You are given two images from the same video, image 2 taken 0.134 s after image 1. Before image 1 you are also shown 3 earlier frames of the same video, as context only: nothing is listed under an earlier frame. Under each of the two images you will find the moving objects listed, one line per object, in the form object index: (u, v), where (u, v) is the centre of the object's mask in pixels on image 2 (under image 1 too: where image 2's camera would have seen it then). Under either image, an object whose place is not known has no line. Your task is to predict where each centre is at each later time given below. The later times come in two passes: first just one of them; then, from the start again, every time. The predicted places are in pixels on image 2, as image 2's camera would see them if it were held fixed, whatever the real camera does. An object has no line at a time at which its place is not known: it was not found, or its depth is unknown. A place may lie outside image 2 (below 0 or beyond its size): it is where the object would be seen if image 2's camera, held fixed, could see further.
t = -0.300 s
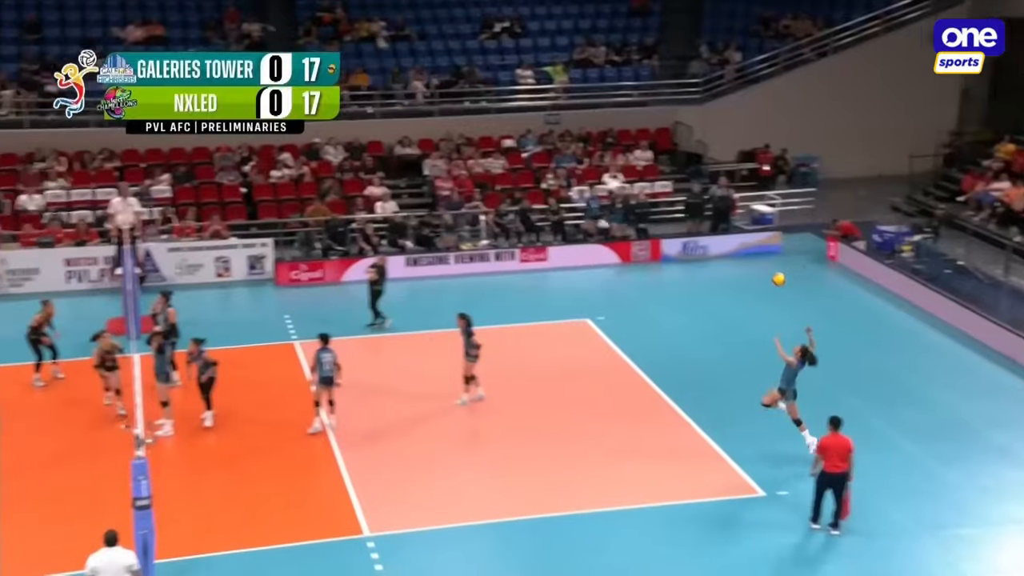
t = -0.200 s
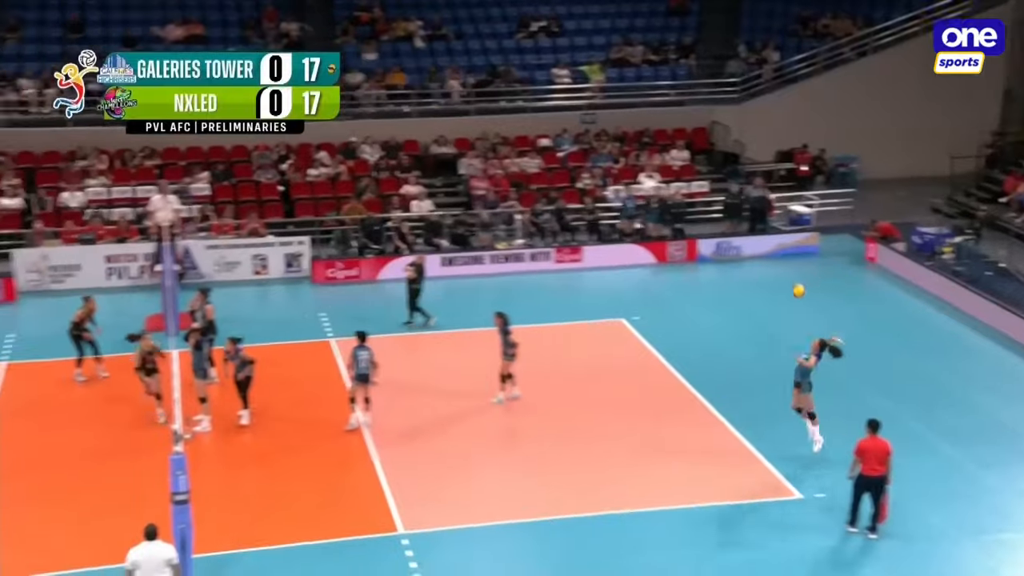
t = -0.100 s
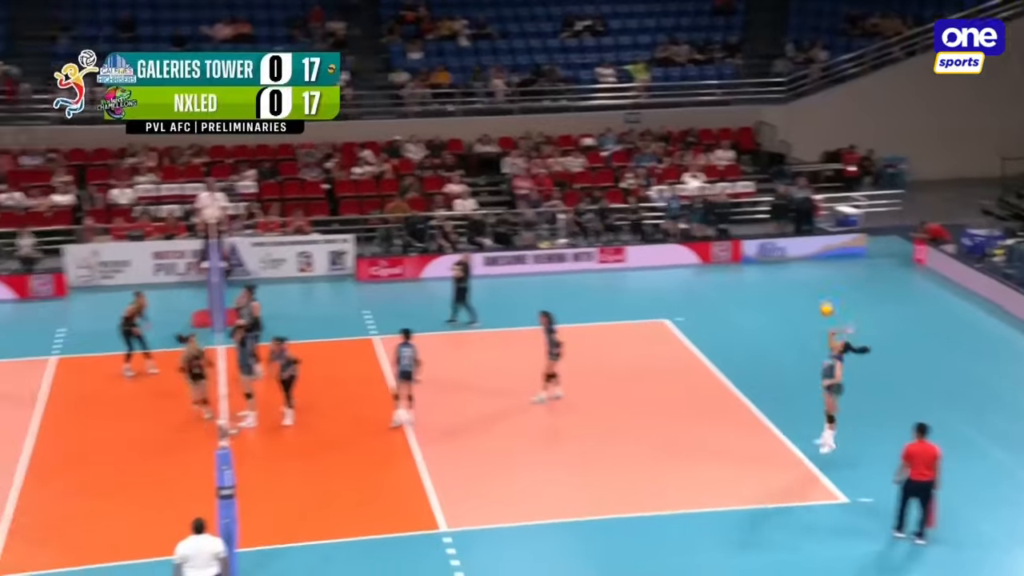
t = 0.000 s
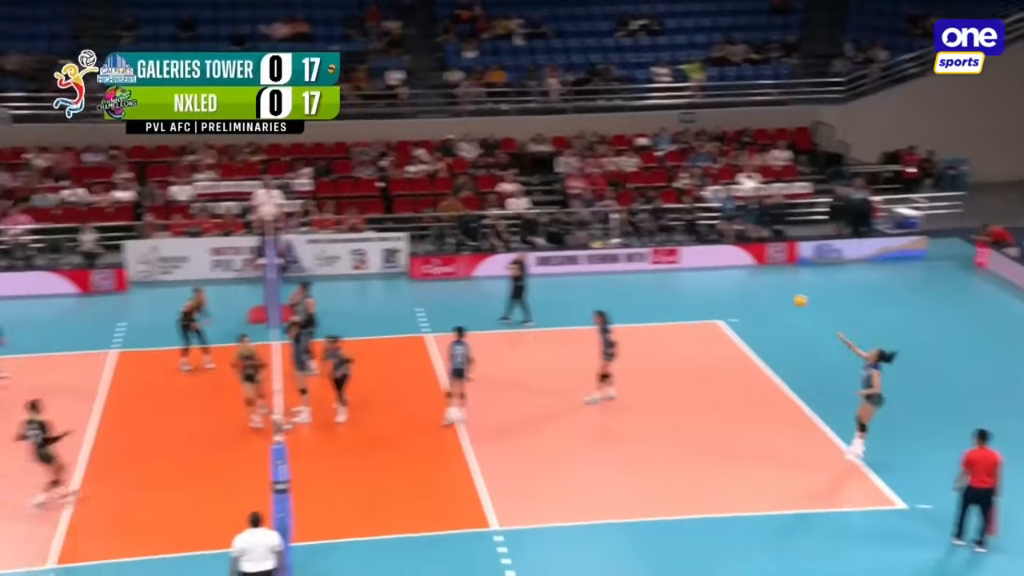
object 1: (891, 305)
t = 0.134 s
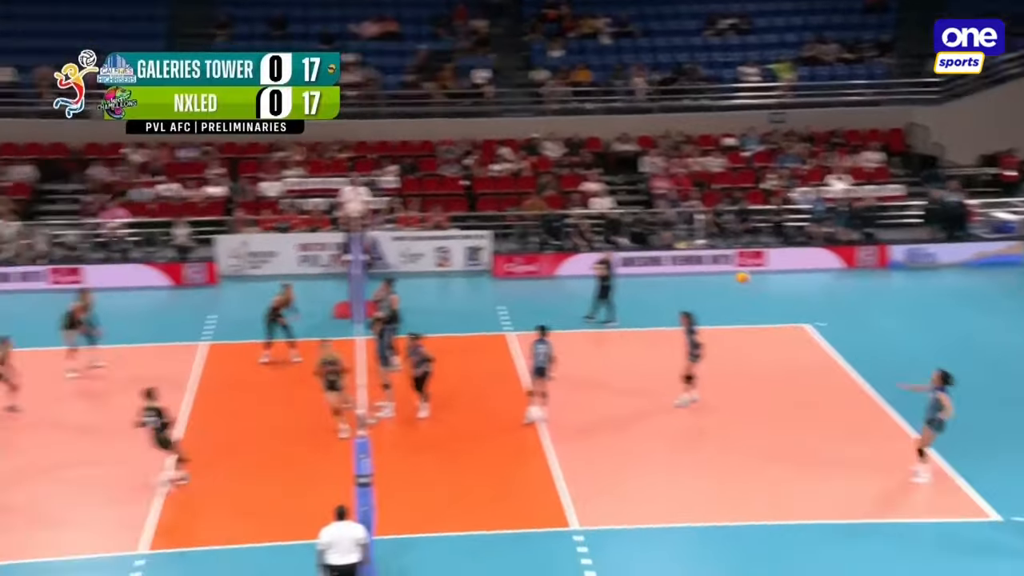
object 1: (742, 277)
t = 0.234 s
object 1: (641, 263)
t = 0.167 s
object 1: (708, 272)
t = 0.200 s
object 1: (674, 267)
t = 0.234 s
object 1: (641, 263)
